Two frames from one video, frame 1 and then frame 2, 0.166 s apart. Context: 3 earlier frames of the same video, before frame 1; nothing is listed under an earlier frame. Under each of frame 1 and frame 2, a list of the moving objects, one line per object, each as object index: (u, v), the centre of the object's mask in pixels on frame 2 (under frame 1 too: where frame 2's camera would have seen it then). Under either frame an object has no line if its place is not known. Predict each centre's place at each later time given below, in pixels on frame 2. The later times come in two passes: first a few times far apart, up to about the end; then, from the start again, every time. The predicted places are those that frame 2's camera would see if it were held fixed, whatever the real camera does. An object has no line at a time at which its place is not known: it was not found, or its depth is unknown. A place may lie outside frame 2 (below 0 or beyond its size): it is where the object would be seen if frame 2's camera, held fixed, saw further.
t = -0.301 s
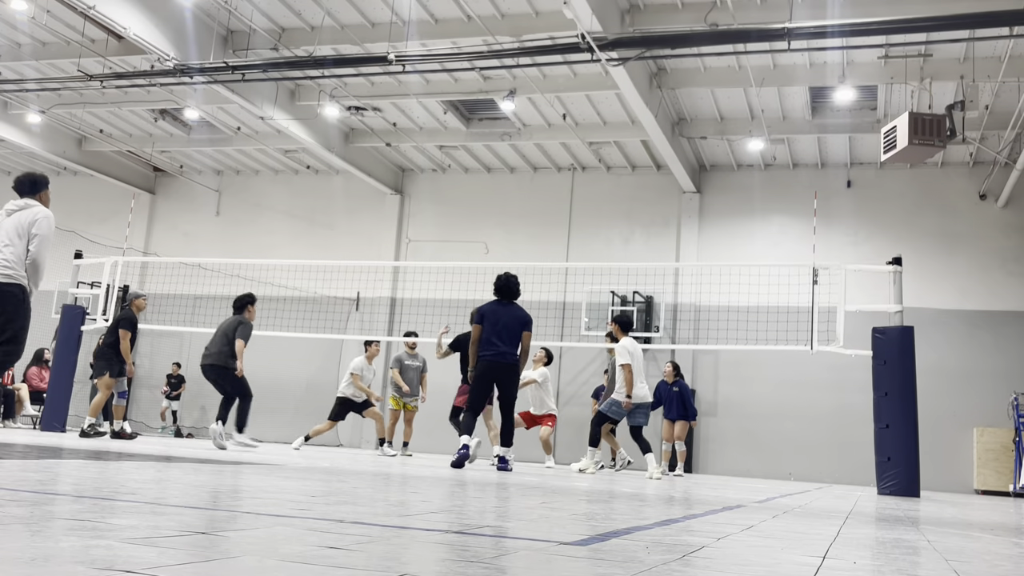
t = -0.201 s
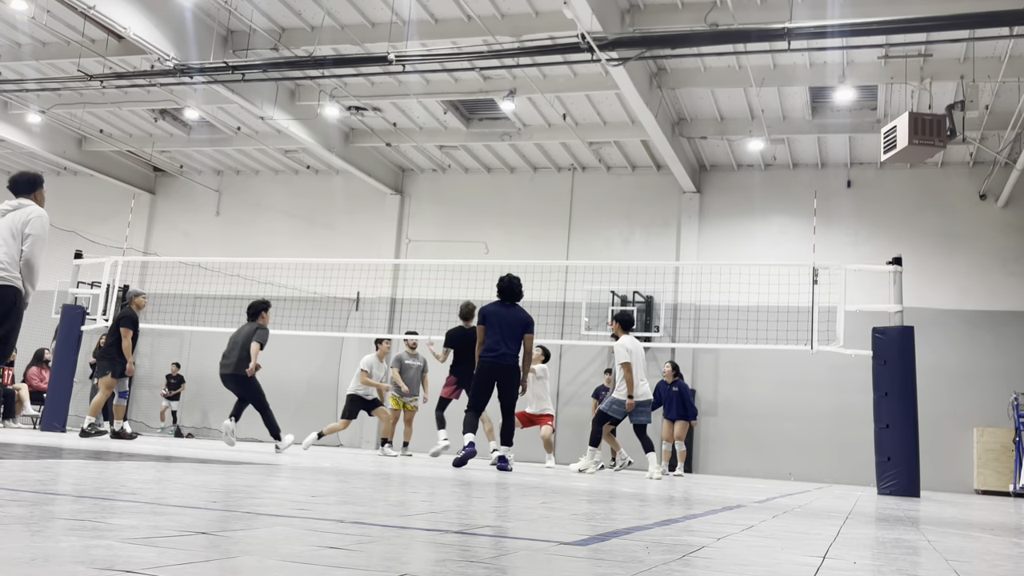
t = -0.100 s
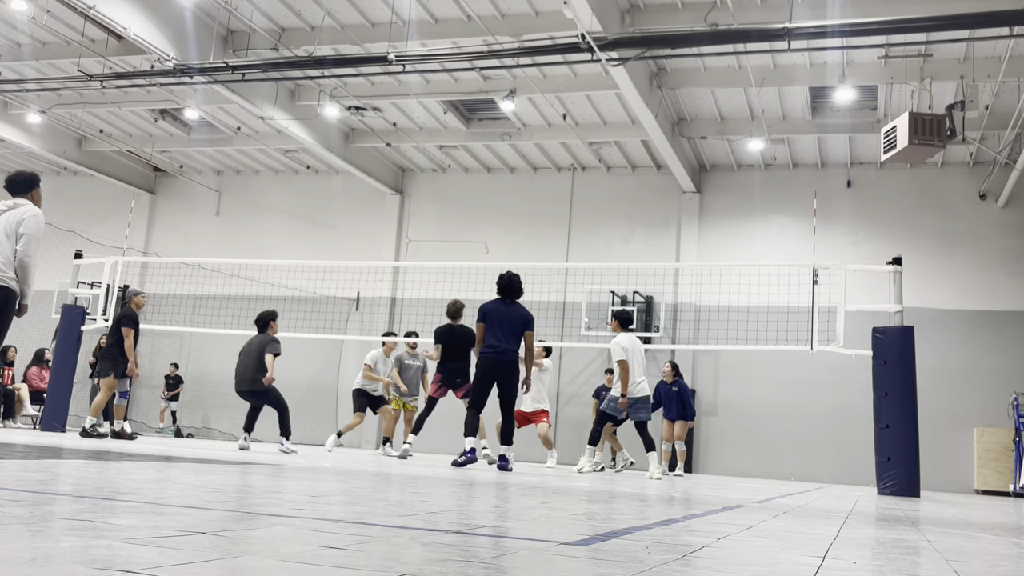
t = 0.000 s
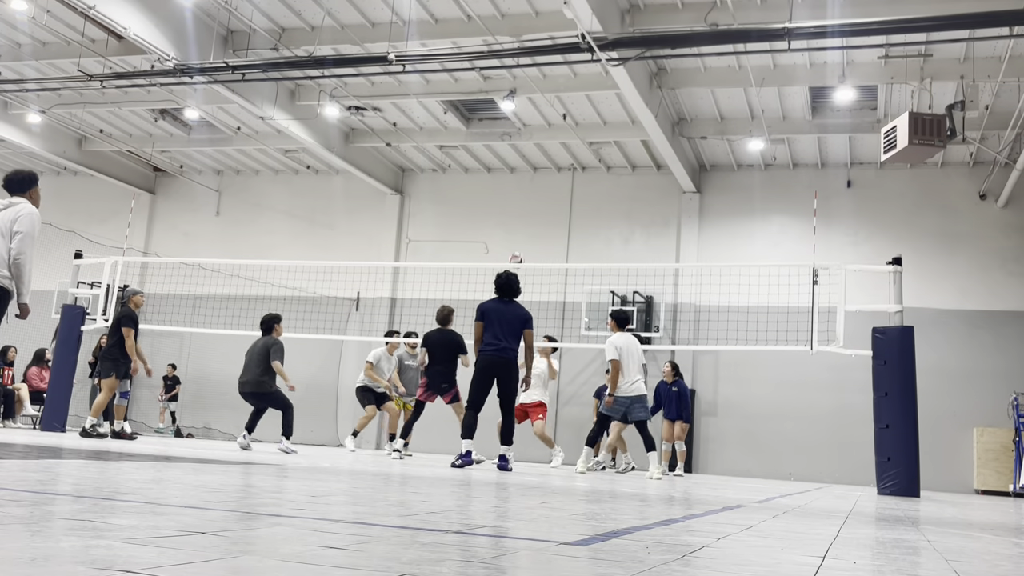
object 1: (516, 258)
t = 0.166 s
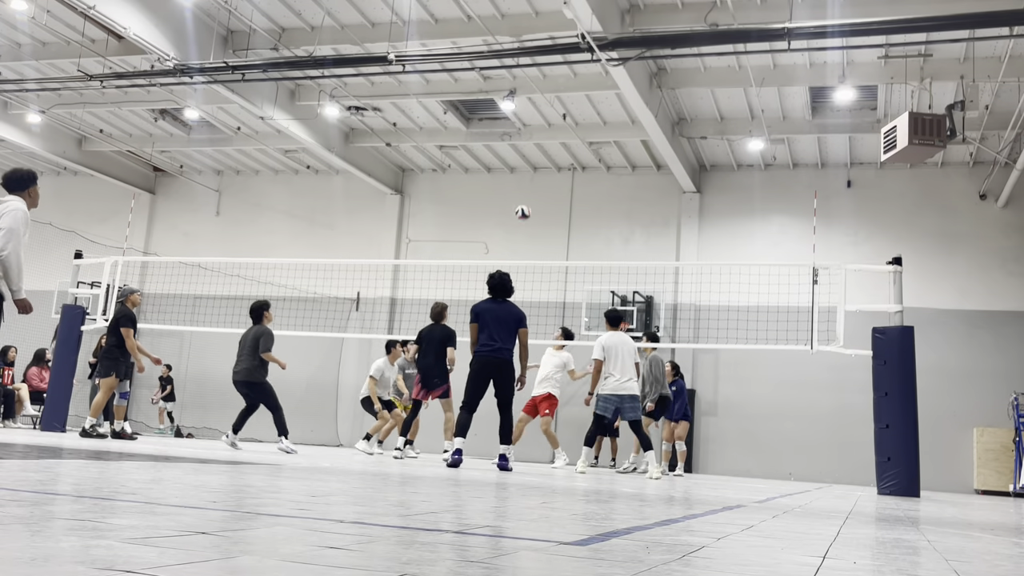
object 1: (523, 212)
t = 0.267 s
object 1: (526, 195)
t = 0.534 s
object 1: (531, 184)
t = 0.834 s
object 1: (532, 228)
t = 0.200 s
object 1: (524, 206)
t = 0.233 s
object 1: (525, 200)
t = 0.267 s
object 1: (526, 195)
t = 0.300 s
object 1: (527, 190)
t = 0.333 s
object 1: (527, 187)
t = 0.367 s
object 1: (529, 185)
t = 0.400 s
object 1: (529, 183)
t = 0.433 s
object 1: (530, 182)
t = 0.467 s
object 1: (530, 182)
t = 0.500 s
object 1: (531, 182)
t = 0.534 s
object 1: (531, 184)
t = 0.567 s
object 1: (532, 186)
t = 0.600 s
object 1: (532, 189)
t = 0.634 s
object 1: (532, 192)
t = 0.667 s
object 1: (532, 196)
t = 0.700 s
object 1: (532, 201)
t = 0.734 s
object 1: (533, 207)
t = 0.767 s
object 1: (533, 213)
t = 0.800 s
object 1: (533, 220)
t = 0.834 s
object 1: (532, 228)
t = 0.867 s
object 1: (532, 236)
